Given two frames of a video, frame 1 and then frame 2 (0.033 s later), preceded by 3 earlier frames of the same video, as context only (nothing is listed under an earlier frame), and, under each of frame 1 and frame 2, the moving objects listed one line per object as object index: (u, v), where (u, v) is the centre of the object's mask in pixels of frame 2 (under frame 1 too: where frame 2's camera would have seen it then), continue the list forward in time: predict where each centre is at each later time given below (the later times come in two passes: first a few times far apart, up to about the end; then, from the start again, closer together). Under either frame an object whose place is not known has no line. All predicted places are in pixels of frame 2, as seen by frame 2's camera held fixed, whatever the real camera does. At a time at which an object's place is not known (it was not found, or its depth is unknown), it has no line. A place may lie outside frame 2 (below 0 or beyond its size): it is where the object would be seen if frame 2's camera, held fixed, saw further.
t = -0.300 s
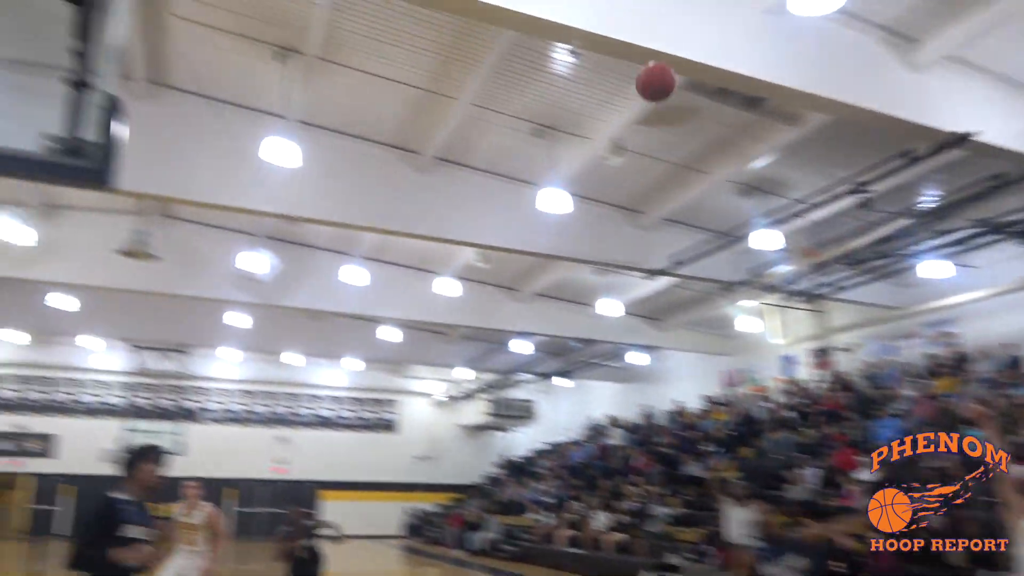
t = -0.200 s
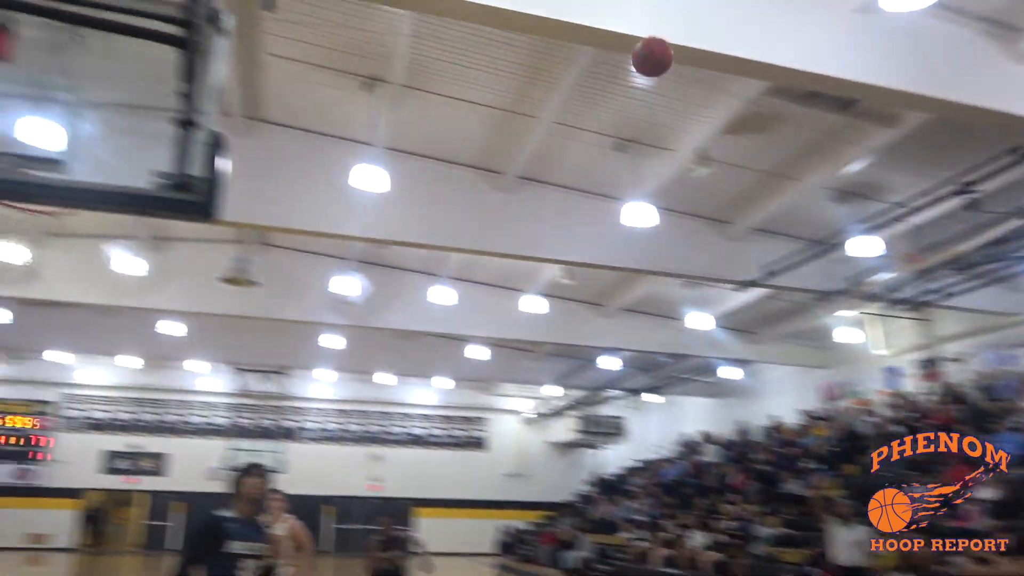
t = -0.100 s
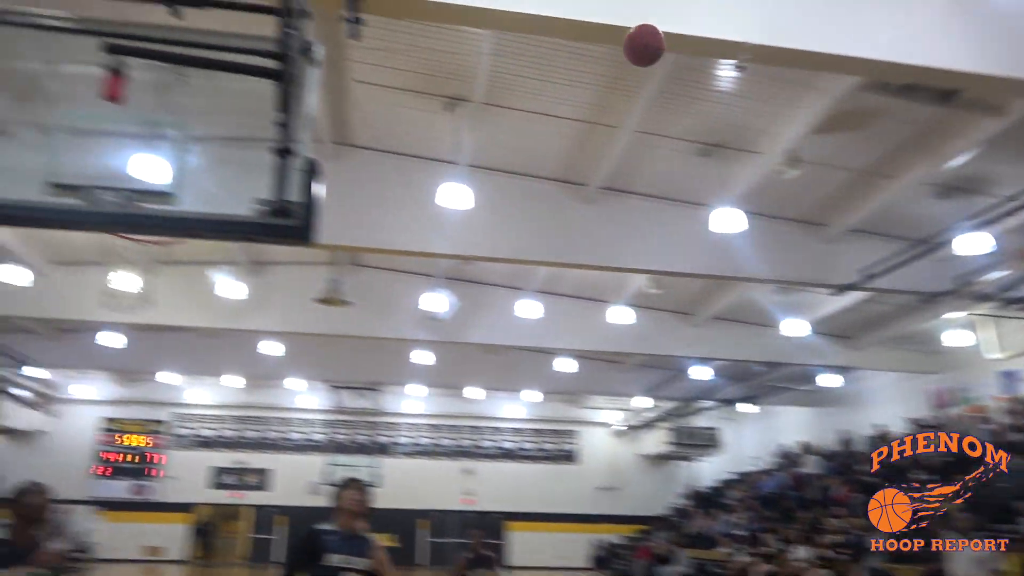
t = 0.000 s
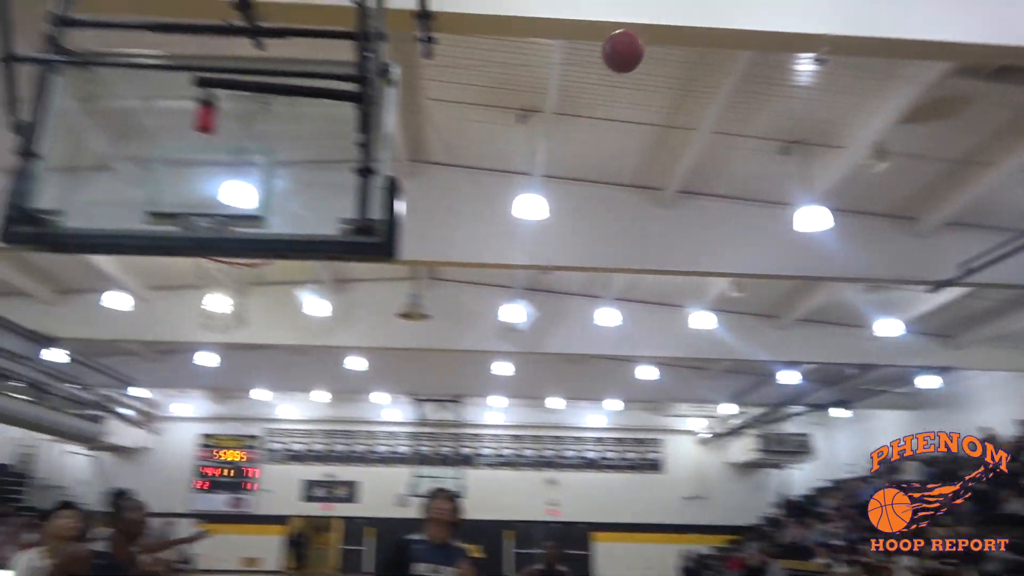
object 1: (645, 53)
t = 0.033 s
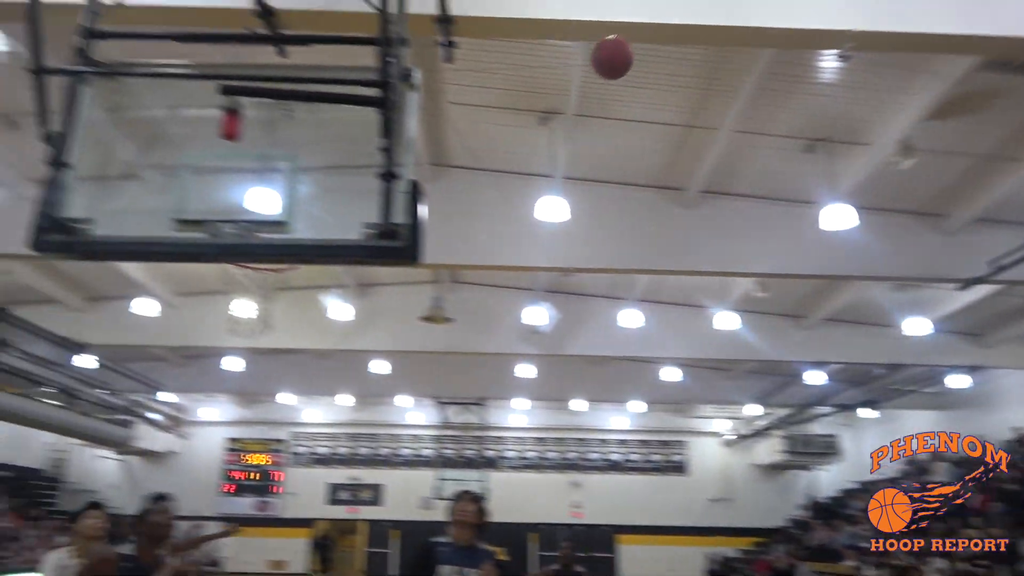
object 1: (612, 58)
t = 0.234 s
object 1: (429, 130)
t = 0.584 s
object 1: (245, 358)
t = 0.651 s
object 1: (251, 405)
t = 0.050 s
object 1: (596, 61)
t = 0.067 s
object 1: (579, 65)
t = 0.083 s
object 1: (564, 69)
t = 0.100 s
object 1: (548, 74)
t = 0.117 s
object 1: (532, 79)
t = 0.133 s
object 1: (516, 85)
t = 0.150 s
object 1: (500, 91)
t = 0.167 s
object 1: (482, 98)
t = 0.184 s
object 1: (467, 105)
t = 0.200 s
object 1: (451, 112)
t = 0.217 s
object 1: (436, 120)
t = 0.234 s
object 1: (429, 130)
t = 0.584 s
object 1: (245, 358)
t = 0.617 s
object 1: (249, 383)
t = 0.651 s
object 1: (251, 405)
